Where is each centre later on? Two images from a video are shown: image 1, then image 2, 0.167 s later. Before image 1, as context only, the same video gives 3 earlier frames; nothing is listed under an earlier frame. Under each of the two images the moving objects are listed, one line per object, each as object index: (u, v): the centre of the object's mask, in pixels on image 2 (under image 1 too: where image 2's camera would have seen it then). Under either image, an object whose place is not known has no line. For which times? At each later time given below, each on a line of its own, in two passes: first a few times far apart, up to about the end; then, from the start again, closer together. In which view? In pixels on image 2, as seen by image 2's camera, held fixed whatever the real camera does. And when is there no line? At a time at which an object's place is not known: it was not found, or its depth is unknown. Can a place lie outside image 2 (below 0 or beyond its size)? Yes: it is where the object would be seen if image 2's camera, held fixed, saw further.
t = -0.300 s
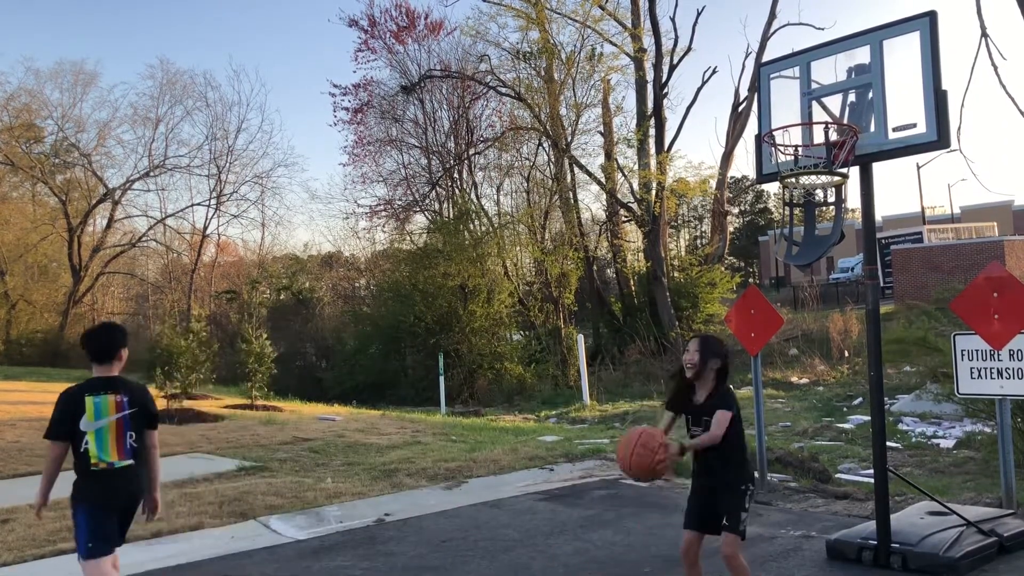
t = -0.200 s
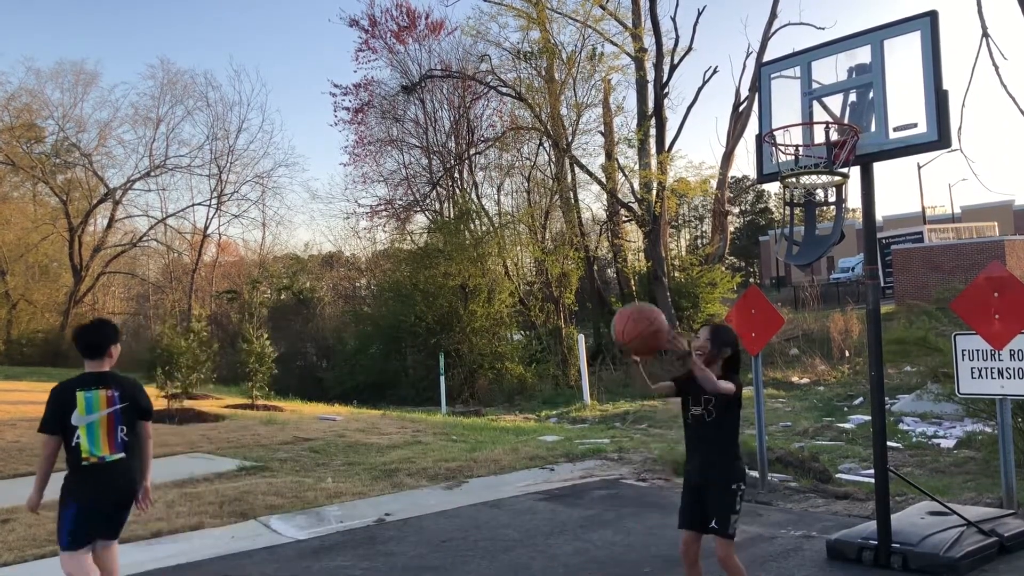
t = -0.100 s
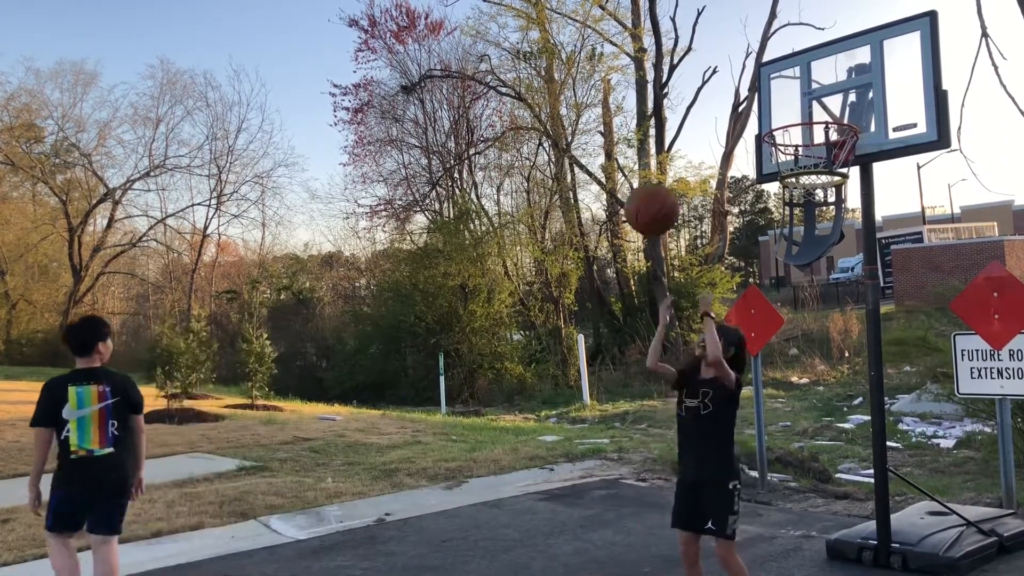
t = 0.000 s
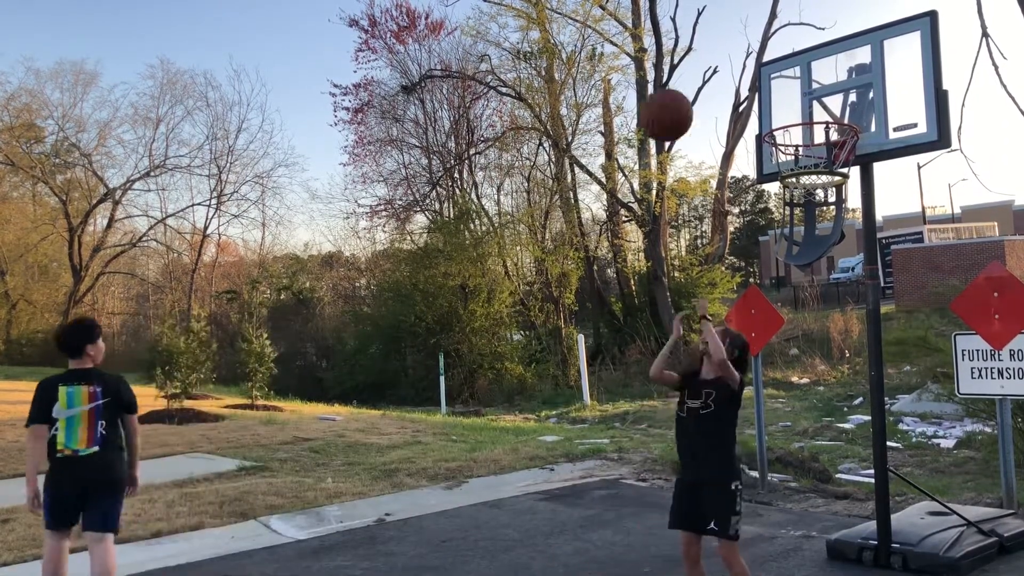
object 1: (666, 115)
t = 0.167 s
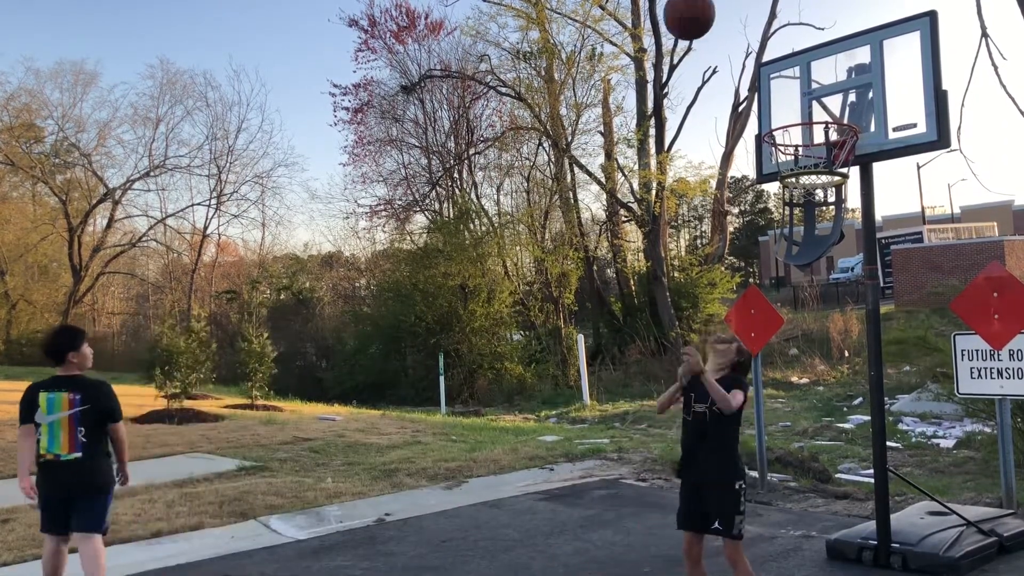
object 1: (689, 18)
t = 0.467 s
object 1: (733, 5)
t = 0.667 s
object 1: (765, 67)
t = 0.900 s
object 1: (773, 99)
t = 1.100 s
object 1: (777, 108)
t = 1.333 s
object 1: (793, 145)
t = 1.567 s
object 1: (826, 156)
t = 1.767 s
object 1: (833, 163)
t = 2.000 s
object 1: (809, 205)
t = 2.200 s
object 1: (803, 234)
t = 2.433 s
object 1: (806, 247)
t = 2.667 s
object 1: (803, 315)
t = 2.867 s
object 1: (808, 469)
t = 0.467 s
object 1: (733, 5)
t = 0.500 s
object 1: (738, 9)
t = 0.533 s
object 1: (743, 14)
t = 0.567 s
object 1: (748, 20)
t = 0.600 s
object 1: (754, 33)
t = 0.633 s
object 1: (759, 49)
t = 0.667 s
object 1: (765, 67)
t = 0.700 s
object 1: (770, 88)
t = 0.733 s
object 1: (775, 108)
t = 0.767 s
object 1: (775, 105)
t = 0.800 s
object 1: (773, 102)
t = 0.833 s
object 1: (774, 99)
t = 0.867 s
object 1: (773, 99)
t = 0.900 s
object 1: (773, 99)
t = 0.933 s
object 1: (773, 102)
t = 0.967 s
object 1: (774, 107)
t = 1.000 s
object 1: (775, 106)
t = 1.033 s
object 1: (775, 105)
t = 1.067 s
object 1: (776, 105)
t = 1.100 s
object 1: (777, 108)
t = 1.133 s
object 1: (779, 112)
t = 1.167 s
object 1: (780, 115)
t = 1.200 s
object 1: (781, 117)
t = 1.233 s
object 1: (784, 122)
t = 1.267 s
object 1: (787, 128)
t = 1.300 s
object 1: (790, 136)
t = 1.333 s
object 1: (793, 145)
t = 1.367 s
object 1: (796, 153)
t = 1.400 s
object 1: (798, 157)
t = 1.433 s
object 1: (802, 157)
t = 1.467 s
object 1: (805, 156)
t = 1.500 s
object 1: (813, 156)
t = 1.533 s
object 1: (815, 155)
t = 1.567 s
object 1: (826, 156)
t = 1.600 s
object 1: (830, 157)
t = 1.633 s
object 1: (836, 155)
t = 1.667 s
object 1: (842, 164)
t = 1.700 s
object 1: (838, 160)
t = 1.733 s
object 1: (831, 164)
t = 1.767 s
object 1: (833, 163)
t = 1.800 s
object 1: (822, 167)
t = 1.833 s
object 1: (832, 164)
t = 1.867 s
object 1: (822, 171)
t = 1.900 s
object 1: (821, 185)
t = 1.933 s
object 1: (816, 186)
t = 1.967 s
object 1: (811, 198)
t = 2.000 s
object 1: (809, 205)
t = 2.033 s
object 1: (806, 207)
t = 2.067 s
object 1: (803, 219)
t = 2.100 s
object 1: (803, 228)
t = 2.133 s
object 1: (804, 234)
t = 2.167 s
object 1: (804, 233)
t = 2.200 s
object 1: (803, 234)
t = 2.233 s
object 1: (805, 234)
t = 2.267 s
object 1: (804, 234)
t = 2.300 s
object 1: (804, 236)
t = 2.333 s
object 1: (805, 243)
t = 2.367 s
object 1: (806, 245)
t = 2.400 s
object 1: (806, 246)
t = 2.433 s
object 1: (806, 247)
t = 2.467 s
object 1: (805, 250)
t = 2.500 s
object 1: (805, 255)
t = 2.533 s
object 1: (804, 262)
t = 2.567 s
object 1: (804, 272)
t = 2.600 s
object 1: (805, 284)
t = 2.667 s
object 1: (803, 315)
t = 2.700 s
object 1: (804, 334)
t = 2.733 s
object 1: (804, 356)
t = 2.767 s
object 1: (806, 380)
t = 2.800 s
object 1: (807, 407)
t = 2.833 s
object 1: (808, 437)
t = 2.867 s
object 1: (808, 469)
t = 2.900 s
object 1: (811, 505)
